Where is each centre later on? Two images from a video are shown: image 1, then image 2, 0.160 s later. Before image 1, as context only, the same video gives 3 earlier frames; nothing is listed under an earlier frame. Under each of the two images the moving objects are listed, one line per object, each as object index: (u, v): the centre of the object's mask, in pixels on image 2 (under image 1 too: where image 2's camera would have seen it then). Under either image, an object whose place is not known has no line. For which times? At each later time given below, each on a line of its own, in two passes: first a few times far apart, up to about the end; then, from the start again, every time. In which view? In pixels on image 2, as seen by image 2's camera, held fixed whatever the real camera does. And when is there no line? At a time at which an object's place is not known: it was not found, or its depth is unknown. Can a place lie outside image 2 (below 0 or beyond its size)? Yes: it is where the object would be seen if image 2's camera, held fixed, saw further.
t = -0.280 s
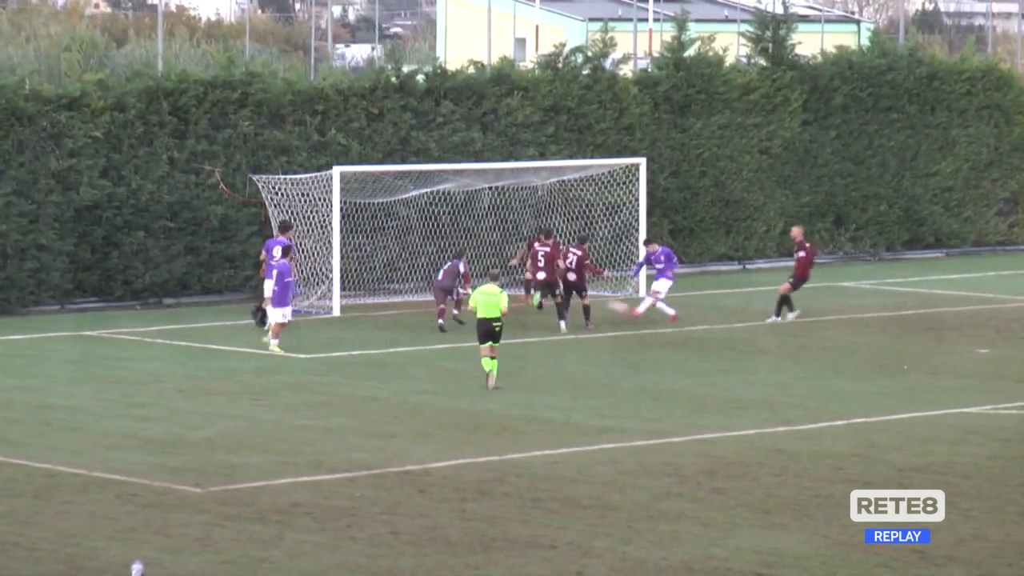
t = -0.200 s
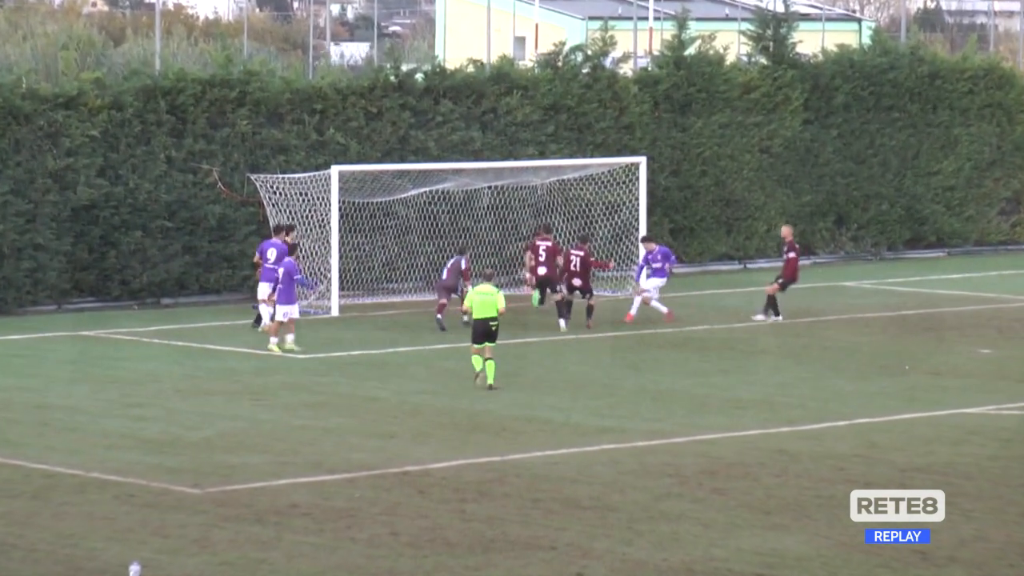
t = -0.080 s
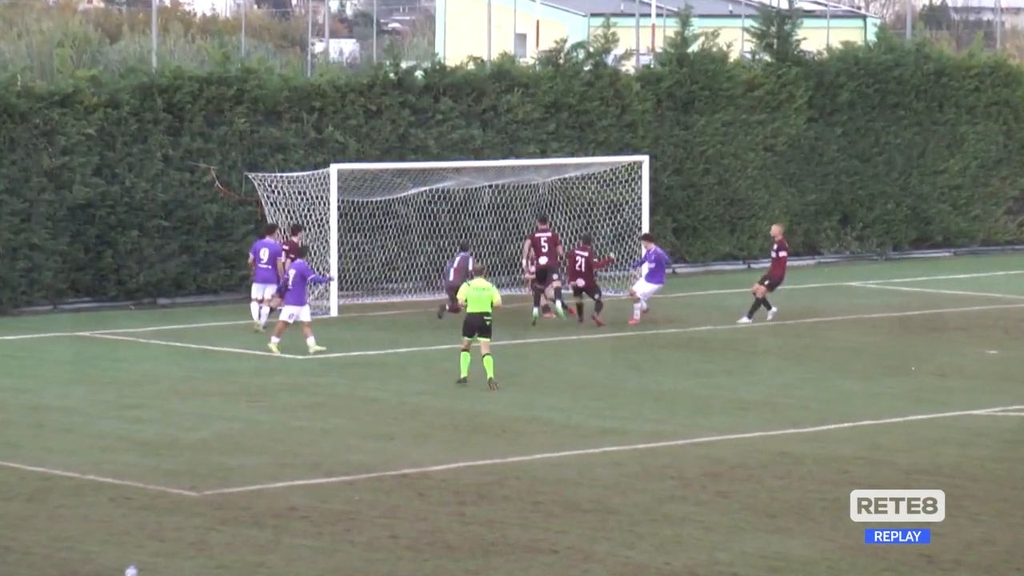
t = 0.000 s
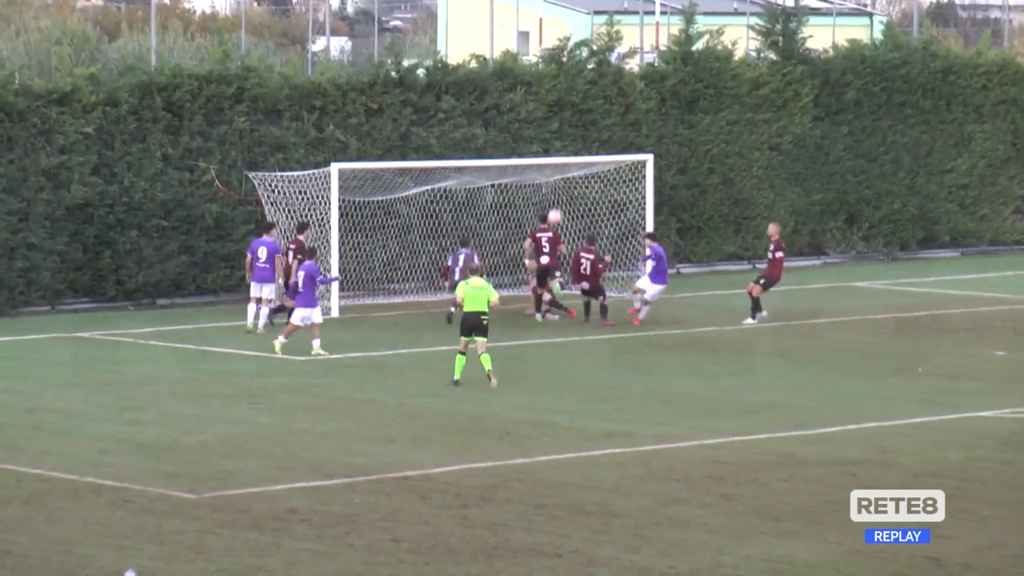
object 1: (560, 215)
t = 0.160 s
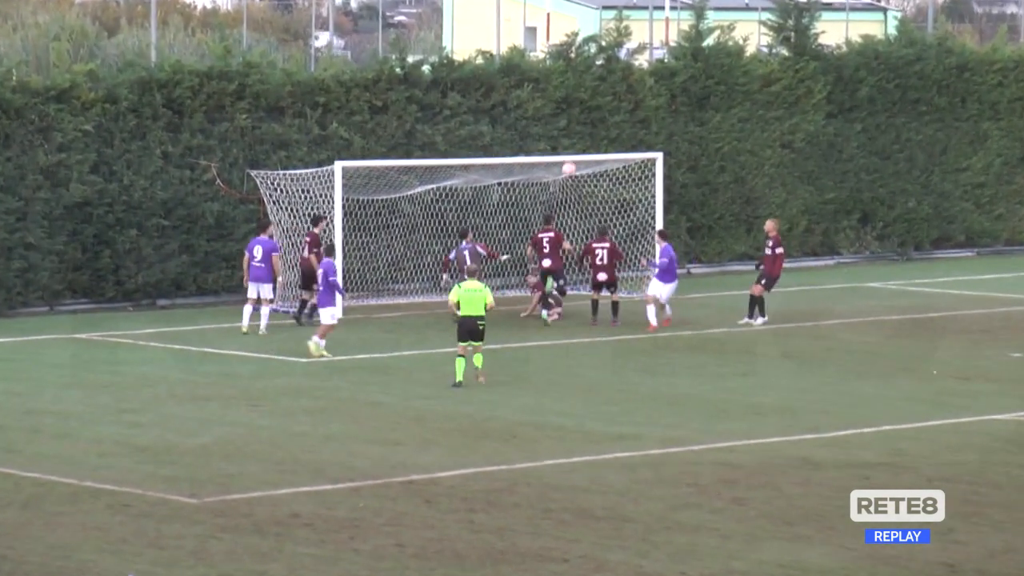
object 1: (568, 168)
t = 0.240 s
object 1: (572, 149)
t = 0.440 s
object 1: (580, 125)
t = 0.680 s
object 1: (589, 123)
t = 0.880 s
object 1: (594, 149)
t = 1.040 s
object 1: (599, 187)
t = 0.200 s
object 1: (569, 159)
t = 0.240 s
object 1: (572, 149)
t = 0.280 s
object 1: (574, 144)
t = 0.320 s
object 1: (576, 139)
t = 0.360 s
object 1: (577, 133)
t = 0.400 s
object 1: (579, 128)
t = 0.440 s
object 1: (580, 125)
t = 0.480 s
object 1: (582, 122)
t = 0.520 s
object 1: (582, 119)
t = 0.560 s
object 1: (585, 120)
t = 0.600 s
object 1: (587, 120)
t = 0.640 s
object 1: (588, 120)
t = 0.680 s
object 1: (589, 123)
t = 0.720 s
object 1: (590, 126)
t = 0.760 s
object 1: (591, 130)
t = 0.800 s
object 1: (591, 135)
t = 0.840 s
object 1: (592, 142)
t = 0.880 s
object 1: (594, 149)
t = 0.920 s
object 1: (596, 156)
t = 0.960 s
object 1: (597, 166)
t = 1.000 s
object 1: (599, 175)
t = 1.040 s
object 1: (599, 187)
